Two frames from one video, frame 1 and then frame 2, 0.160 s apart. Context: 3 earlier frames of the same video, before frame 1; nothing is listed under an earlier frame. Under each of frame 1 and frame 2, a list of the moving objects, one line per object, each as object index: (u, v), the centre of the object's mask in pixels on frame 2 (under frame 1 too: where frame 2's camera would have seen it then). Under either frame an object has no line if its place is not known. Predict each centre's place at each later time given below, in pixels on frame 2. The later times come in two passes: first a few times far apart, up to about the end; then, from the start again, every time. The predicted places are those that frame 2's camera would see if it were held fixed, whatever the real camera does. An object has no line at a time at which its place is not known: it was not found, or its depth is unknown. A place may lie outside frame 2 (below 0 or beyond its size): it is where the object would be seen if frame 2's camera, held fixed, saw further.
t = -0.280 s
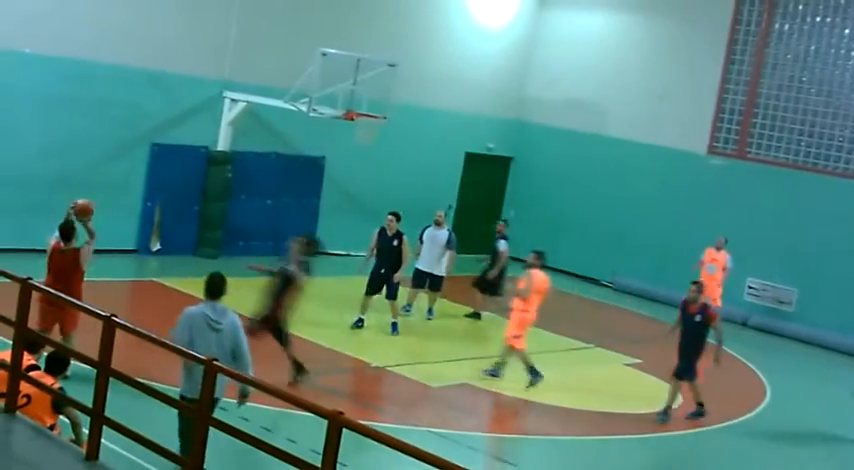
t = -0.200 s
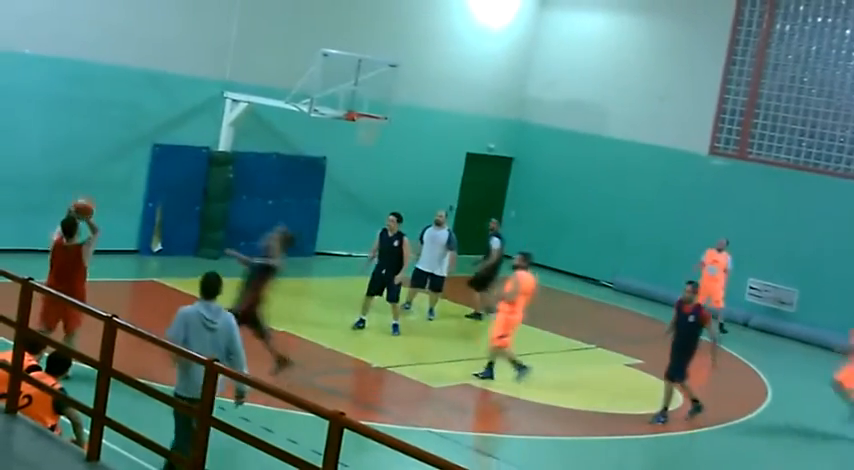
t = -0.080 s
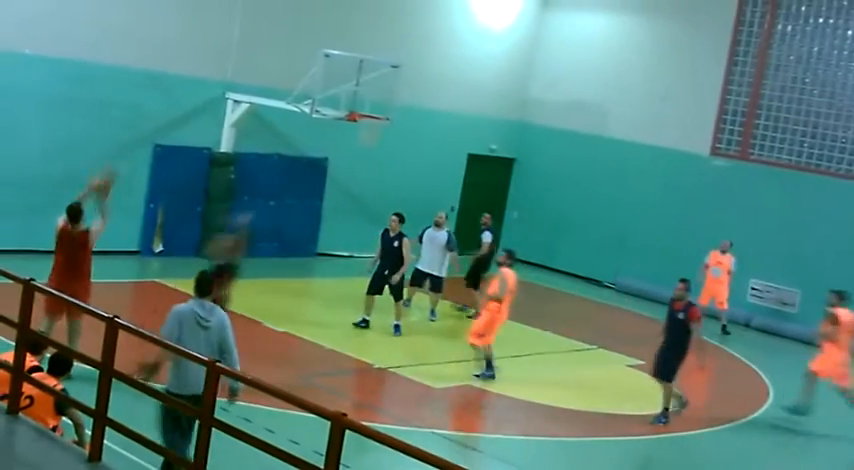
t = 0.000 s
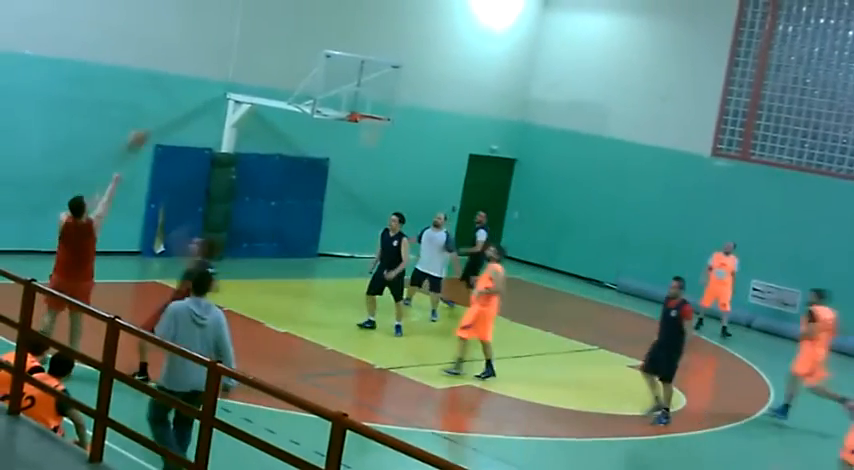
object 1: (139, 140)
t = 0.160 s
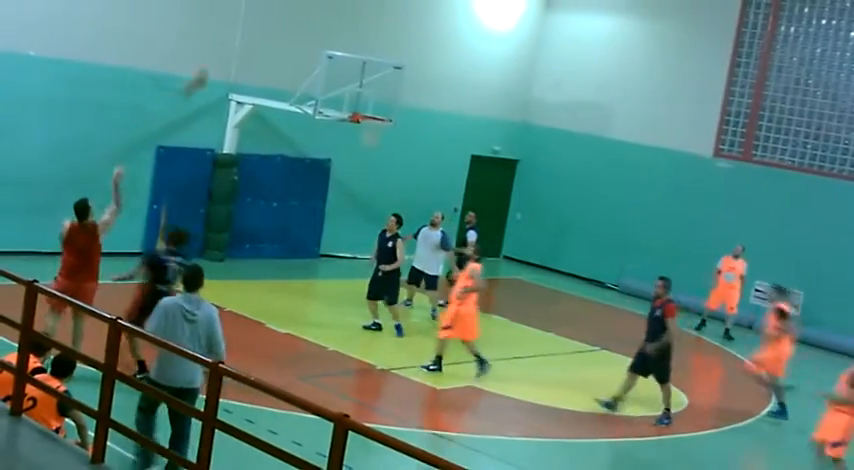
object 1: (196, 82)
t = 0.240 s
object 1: (221, 61)
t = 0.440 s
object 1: (276, 33)
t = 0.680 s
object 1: (325, 42)
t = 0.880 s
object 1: (360, 76)
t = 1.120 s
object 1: (371, 132)
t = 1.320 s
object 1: (355, 143)
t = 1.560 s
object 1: (330, 185)
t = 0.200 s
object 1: (211, 69)
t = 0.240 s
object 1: (221, 61)
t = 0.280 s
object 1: (233, 52)
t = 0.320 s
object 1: (244, 47)
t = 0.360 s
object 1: (257, 39)
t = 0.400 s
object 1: (267, 36)
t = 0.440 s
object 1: (276, 33)
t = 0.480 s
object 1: (285, 32)
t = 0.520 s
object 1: (295, 31)
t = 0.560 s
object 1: (302, 33)
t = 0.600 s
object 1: (309, 35)
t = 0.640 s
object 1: (320, 38)
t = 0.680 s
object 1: (325, 42)
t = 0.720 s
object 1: (333, 47)
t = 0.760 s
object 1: (341, 54)
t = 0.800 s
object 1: (348, 60)
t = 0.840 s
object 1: (353, 68)
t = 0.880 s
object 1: (360, 76)
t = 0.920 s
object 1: (365, 84)
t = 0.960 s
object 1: (371, 96)
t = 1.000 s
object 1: (373, 103)
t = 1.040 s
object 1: (380, 118)
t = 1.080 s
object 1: (377, 126)
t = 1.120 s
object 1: (371, 132)
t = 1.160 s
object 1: (368, 134)
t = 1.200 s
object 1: (366, 135)
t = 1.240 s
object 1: (360, 137)
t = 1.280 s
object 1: (357, 140)
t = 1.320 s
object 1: (355, 143)
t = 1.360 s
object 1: (350, 148)
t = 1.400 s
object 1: (348, 153)
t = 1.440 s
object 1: (343, 159)
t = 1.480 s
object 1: (340, 166)
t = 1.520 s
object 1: (335, 175)
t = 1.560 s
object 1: (330, 185)
